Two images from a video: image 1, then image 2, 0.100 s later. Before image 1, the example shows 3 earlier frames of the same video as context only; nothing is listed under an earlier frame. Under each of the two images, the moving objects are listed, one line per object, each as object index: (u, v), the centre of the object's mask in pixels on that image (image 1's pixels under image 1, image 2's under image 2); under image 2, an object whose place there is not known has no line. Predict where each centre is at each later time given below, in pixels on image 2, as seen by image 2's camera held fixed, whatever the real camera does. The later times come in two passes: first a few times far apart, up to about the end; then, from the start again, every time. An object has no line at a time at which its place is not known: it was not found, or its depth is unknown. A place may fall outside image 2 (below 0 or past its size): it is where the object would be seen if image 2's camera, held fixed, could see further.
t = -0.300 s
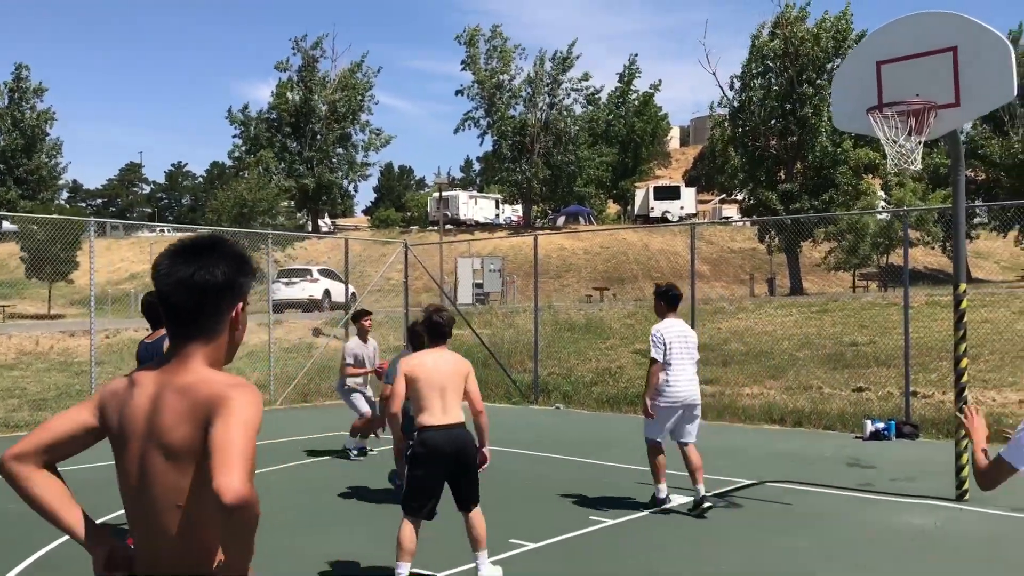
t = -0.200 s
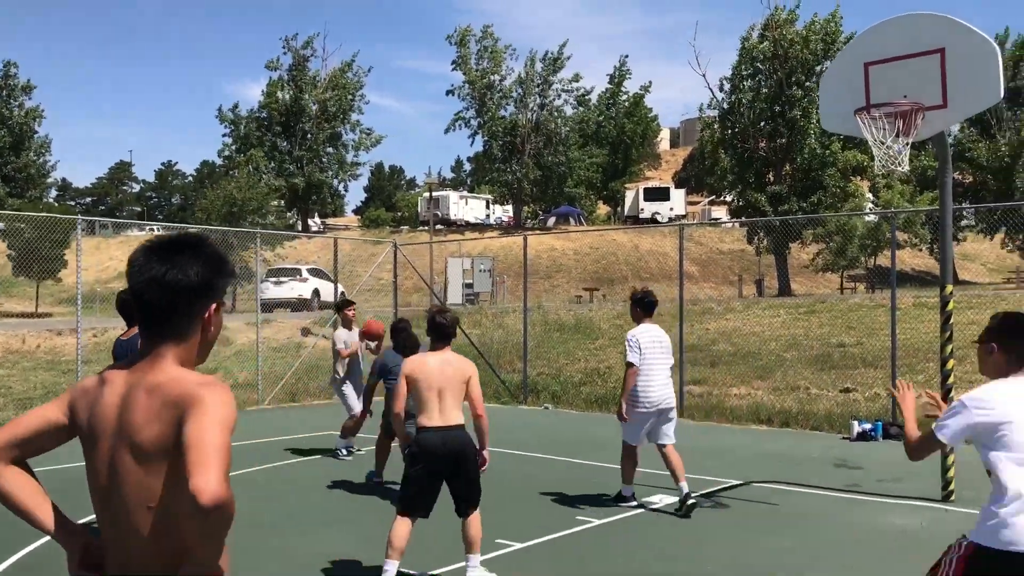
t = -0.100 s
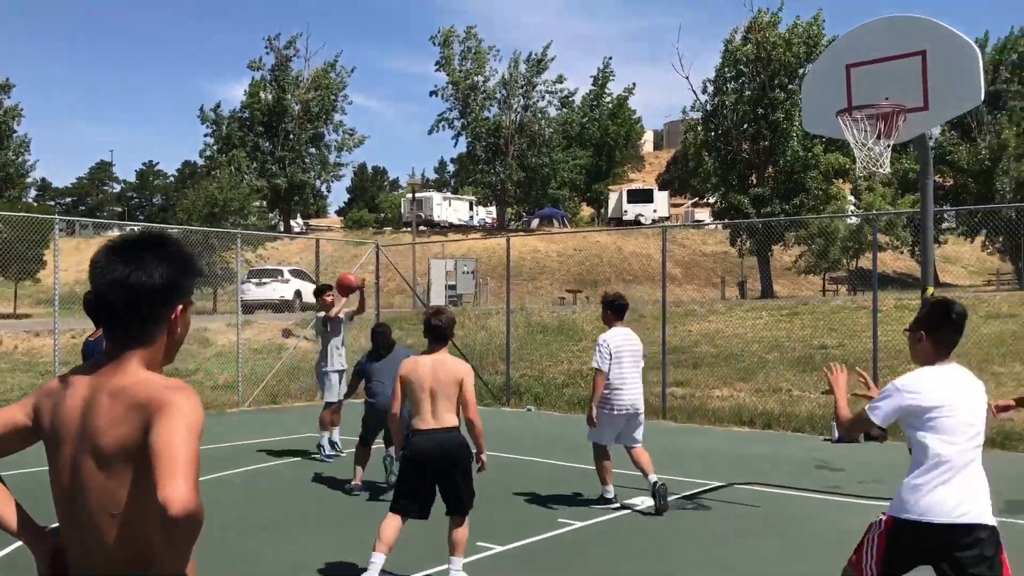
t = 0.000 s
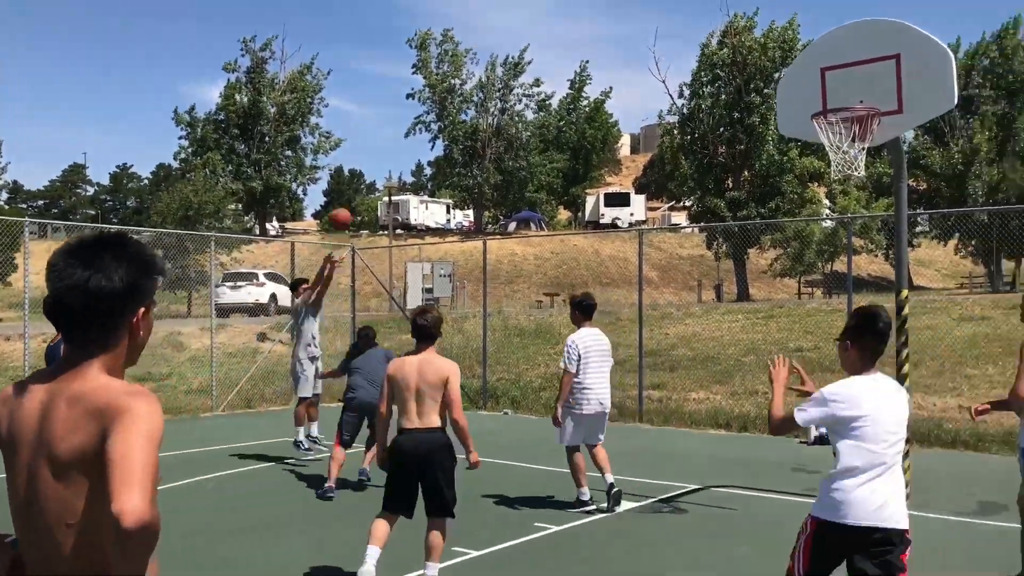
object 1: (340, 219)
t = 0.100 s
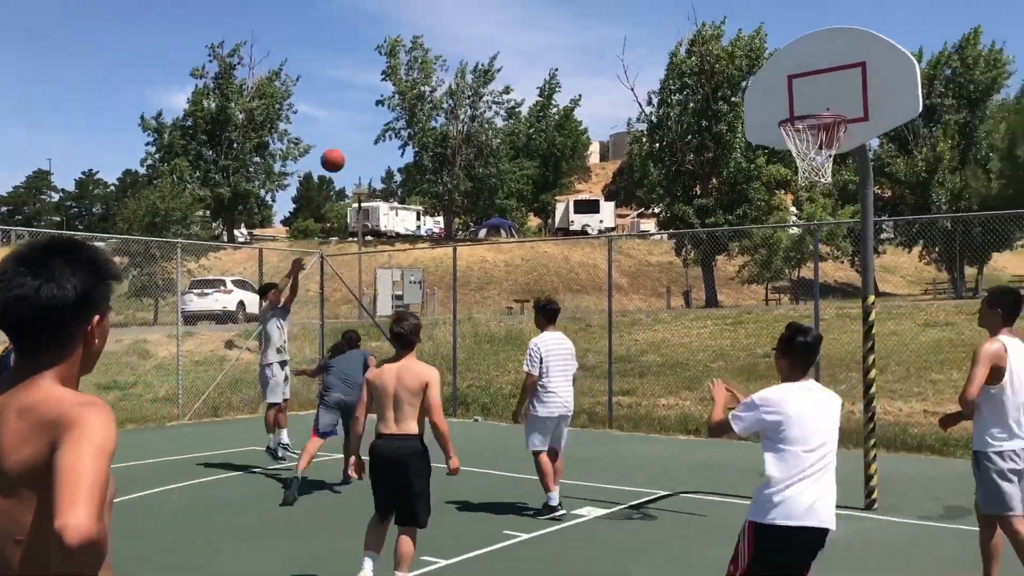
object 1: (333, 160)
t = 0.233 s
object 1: (365, 86)
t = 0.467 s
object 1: (428, -10)
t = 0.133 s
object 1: (340, 140)
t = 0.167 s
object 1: (349, 121)
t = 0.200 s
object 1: (357, 103)
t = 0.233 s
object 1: (365, 86)
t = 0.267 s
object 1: (374, 69)
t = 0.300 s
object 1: (383, 53)
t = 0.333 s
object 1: (391, 38)
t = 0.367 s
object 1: (400, 25)
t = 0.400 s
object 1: (409, 12)
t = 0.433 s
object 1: (419, 1)
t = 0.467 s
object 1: (428, -10)
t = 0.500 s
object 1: (437, -19)
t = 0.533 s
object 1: (446, -28)
